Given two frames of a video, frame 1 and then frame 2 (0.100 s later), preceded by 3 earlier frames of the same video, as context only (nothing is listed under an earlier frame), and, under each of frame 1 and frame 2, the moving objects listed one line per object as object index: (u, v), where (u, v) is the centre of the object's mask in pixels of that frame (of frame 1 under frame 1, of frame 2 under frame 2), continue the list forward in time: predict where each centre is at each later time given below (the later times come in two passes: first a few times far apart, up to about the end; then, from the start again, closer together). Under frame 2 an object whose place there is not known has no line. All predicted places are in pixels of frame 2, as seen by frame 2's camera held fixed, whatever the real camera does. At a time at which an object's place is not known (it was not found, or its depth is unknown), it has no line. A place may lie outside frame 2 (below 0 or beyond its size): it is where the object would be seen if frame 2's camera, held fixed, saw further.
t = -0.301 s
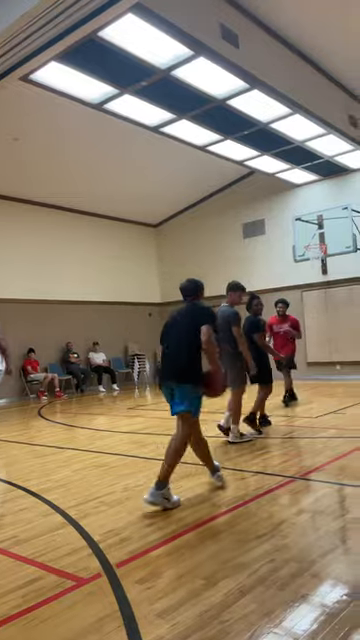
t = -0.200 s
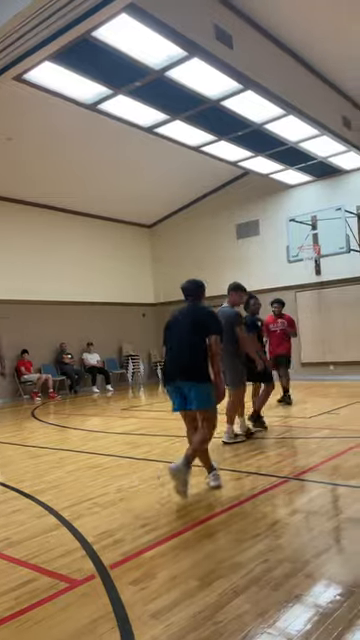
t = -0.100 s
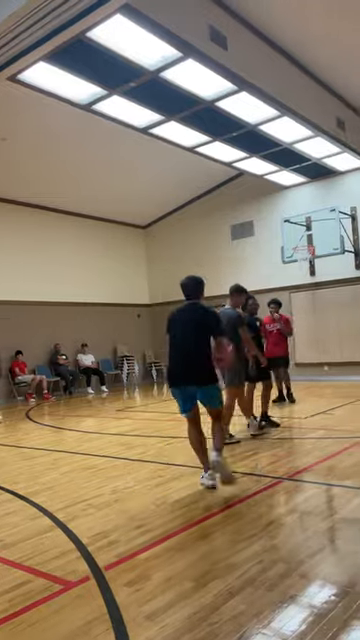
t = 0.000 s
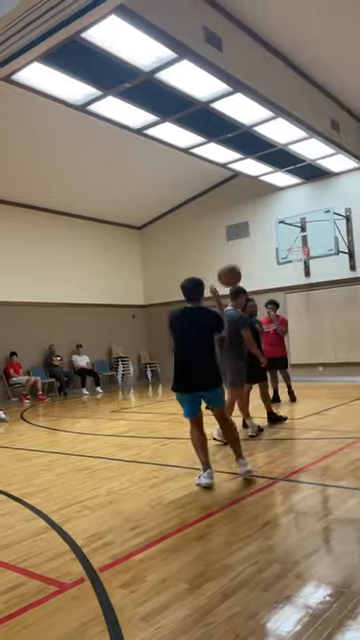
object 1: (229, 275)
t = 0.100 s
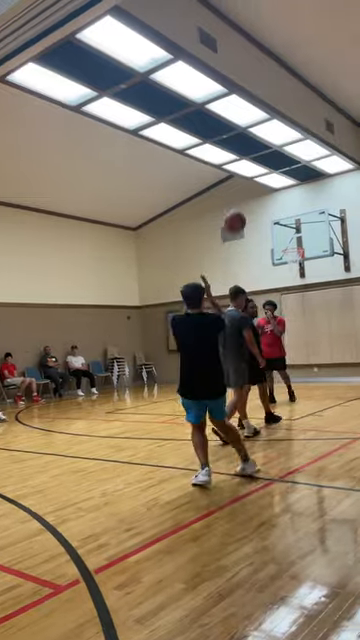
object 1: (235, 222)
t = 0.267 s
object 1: (248, 166)
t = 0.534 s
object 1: (264, 141)
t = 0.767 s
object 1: (276, 155)
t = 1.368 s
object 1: (291, 263)
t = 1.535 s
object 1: (286, 269)
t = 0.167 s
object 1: (240, 195)
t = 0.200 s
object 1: (243, 184)
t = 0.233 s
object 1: (246, 175)
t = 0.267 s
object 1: (248, 166)
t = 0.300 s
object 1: (250, 159)
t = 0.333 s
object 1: (251, 151)
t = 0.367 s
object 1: (253, 149)
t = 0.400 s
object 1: (255, 146)
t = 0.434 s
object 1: (258, 143)
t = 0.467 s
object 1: (260, 142)
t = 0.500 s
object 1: (262, 141)
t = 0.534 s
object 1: (264, 141)
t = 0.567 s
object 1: (265, 141)
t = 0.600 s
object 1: (267, 142)
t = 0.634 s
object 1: (269, 144)
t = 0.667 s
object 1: (271, 146)
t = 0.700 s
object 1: (272, 147)
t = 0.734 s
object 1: (273, 152)
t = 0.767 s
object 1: (276, 155)
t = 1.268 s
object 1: (297, 254)
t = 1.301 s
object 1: (295, 256)
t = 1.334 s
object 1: (295, 261)
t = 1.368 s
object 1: (291, 263)
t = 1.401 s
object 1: (290, 264)
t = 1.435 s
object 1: (288, 265)
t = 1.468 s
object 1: (288, 266)
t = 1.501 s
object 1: (287, 267)
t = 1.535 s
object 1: (286, 269)
